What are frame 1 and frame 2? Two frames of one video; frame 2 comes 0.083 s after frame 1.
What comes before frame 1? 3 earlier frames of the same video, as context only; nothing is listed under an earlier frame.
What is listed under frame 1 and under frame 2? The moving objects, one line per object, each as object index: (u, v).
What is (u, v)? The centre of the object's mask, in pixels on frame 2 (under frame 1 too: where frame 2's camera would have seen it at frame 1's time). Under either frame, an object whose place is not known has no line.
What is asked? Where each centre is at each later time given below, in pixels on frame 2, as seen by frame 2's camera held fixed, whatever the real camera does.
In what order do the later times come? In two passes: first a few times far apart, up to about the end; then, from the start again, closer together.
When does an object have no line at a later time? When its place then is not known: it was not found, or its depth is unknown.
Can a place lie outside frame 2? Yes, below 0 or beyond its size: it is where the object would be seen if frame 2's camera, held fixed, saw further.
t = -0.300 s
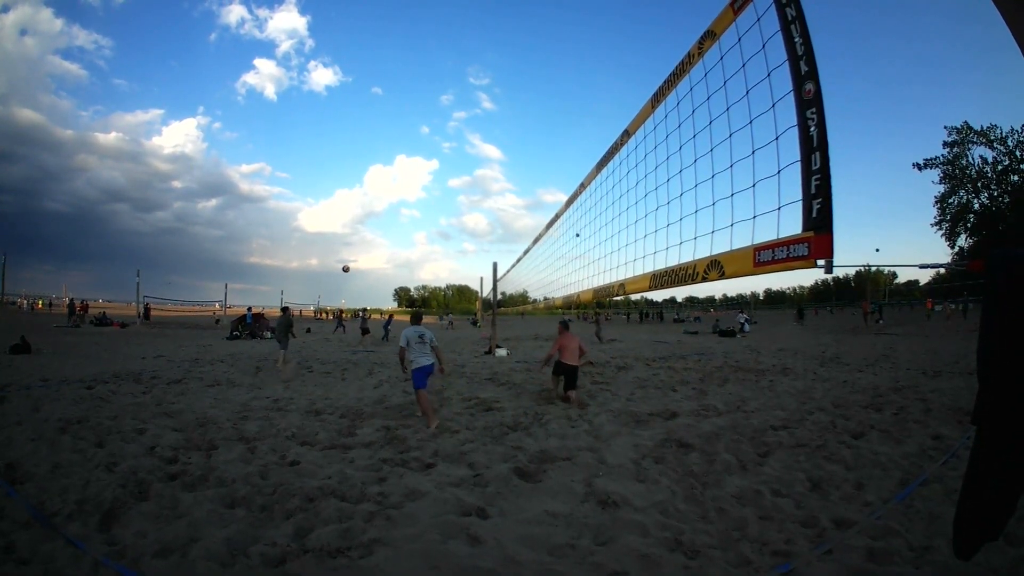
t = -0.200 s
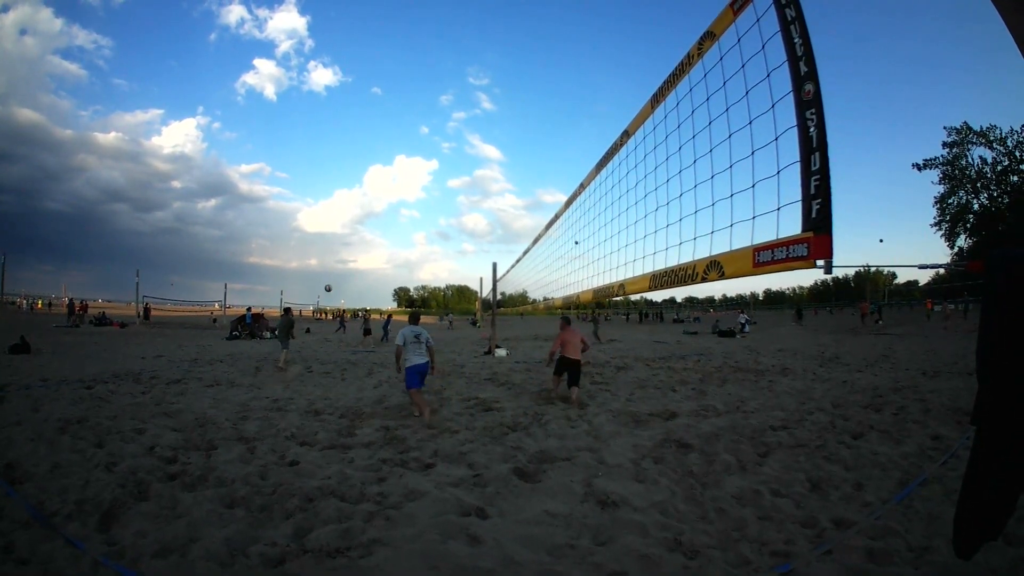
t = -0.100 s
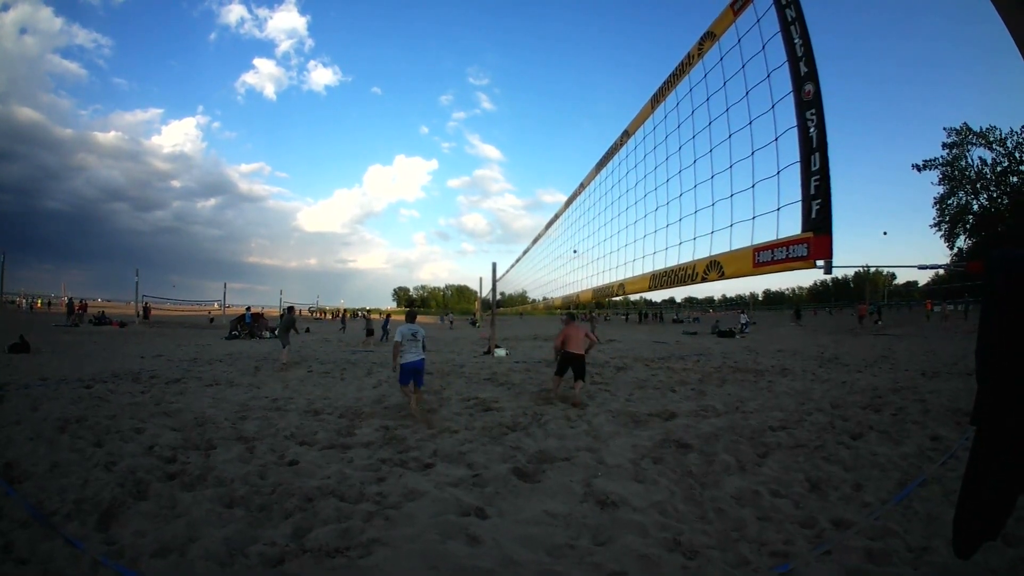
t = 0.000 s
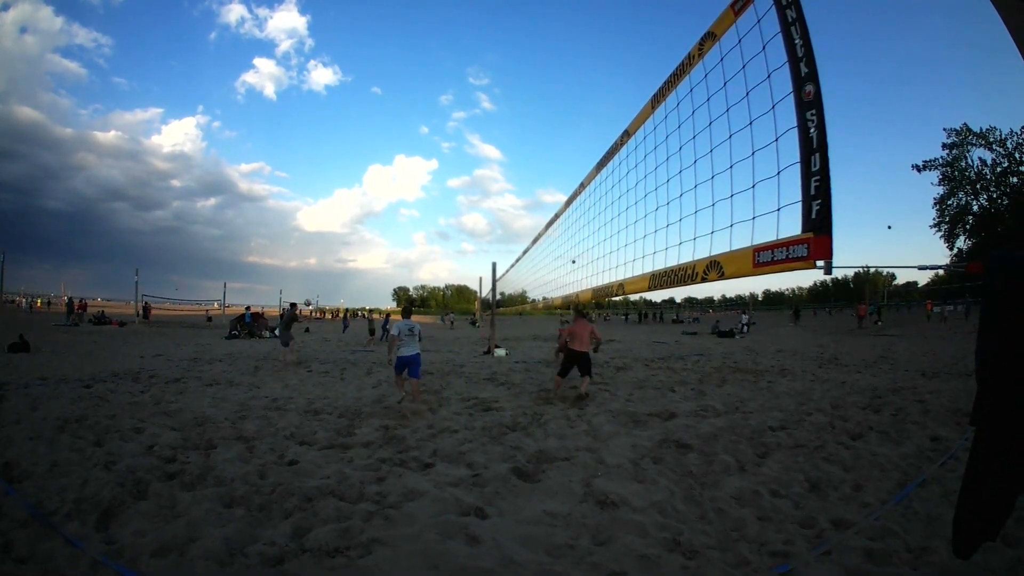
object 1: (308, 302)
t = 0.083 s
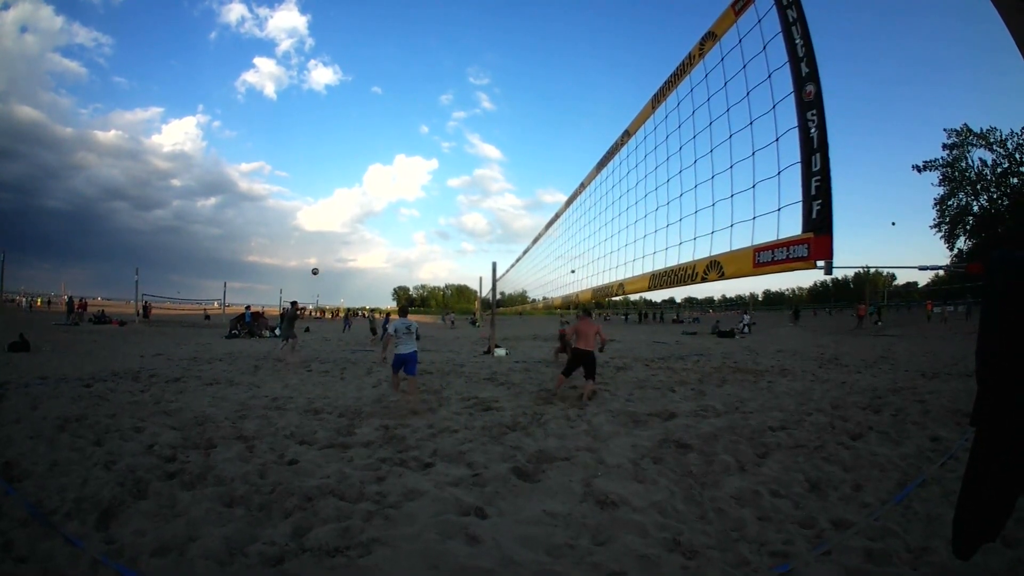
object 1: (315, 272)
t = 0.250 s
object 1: (330, 216)
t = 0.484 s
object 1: (351, 155)
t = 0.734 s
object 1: (371, 110)
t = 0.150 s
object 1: (321, 248)
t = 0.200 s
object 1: (325, 232)
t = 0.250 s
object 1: (330, 216)
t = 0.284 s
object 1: (333, 206)
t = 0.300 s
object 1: (334, 201)
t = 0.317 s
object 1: (336, 197)
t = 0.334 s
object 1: (337, 192)
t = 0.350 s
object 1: (339, 188)
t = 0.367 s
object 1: (340, 183)
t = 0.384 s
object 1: (342, 179)
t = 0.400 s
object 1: (343, 175)
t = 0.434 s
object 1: (346, 167)
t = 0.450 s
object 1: (348, 163)
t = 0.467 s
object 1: (349, 159)
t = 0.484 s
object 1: (351, 155)
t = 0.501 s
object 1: (352, 151)
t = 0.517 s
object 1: (353, 148)
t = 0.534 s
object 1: (355, 145)
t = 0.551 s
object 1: (356, 141)
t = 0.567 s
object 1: (357, 138)
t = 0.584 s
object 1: (359, 135)
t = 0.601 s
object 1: (360, 132)
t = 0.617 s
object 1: (362, 129)
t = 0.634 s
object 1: (363, 126)
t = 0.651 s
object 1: (364, 123)
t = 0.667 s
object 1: (366, 120)
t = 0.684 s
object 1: (367, 117)
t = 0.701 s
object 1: (368, 115)
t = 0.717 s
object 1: (369, 112)
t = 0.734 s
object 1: (371, 110)
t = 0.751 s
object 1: (372, 108)
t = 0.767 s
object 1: (373, 106)
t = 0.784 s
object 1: (374, 103)
